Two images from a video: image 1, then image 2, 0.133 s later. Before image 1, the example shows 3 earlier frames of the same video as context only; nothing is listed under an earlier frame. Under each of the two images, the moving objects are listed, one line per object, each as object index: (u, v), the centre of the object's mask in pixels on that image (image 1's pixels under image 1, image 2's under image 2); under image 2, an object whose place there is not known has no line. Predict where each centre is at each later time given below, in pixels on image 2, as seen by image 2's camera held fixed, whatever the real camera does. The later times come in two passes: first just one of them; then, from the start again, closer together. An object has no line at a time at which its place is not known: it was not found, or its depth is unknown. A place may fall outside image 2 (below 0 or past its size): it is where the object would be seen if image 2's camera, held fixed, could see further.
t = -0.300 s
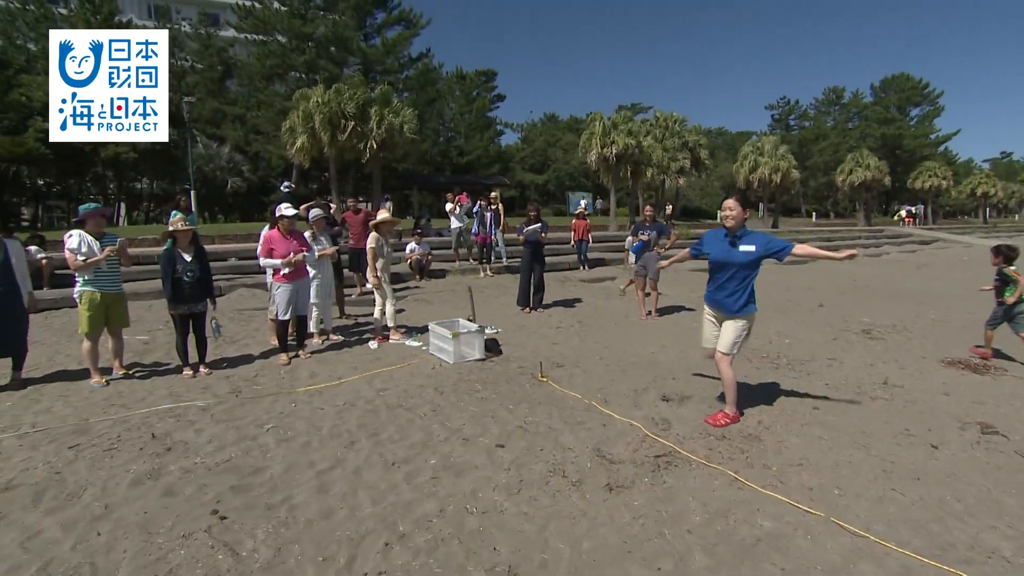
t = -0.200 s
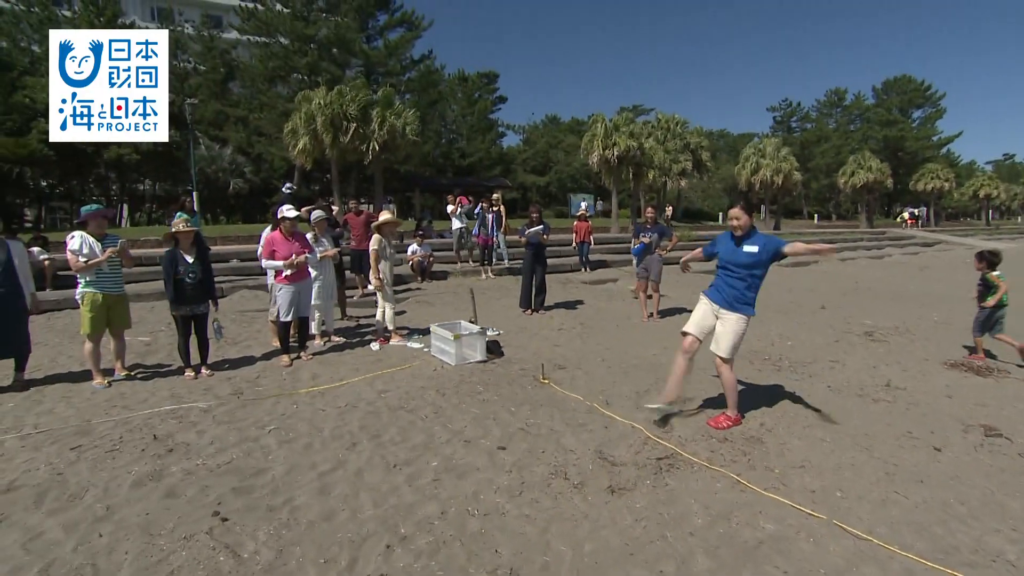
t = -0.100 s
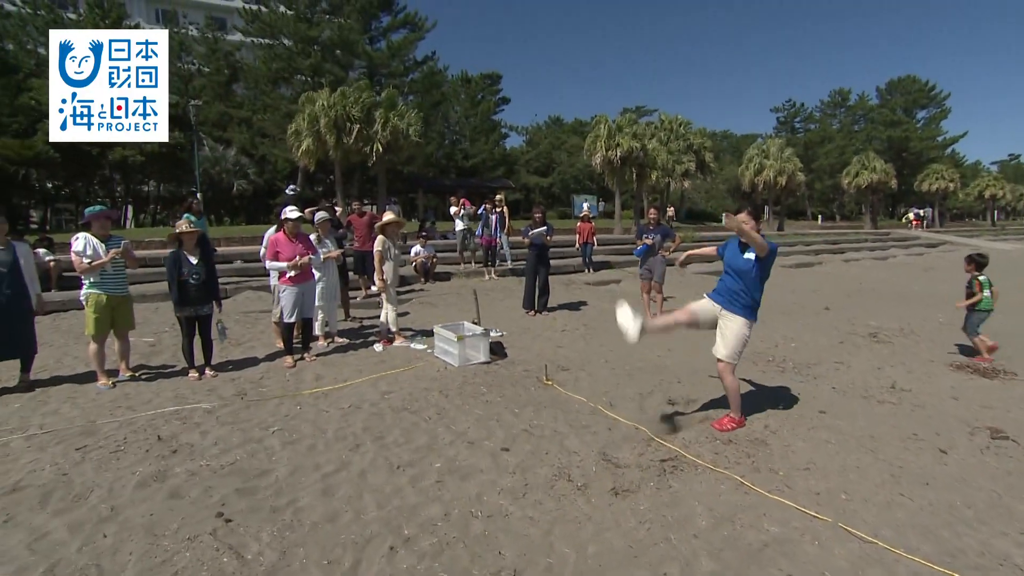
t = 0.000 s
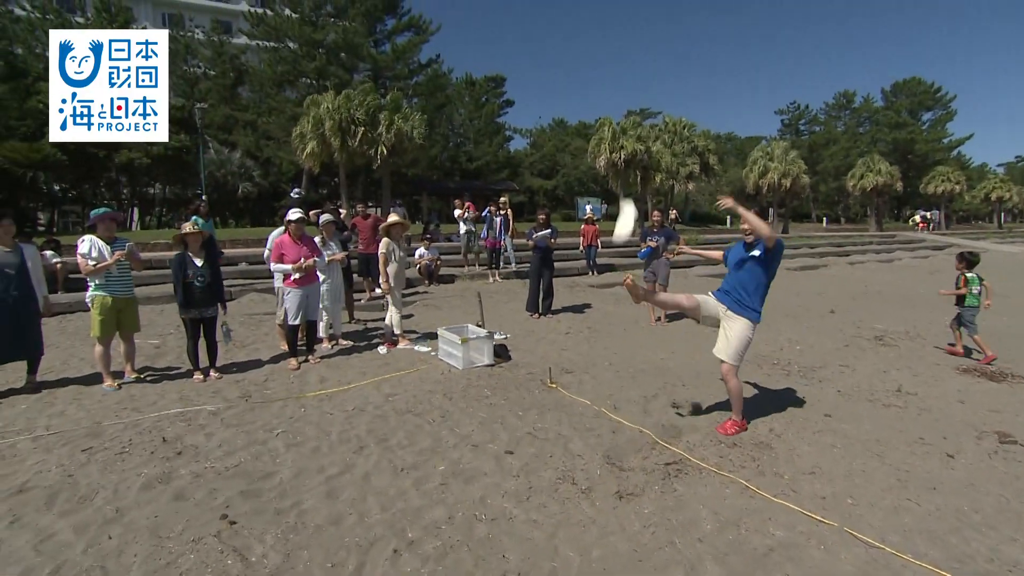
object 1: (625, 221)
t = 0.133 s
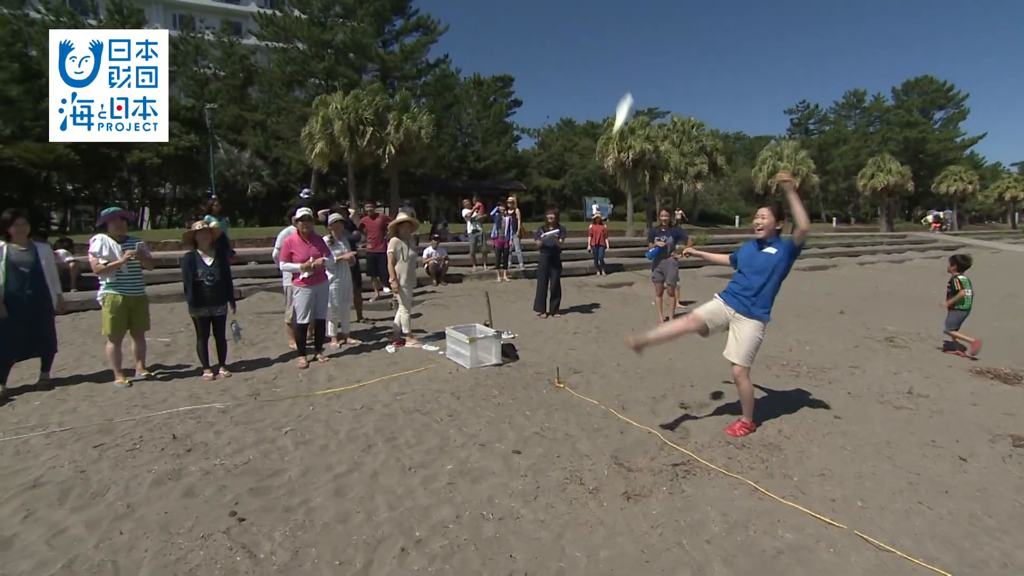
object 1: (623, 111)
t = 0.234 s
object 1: (616, 49)
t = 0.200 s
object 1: (620, 68)
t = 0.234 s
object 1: (616, 49)
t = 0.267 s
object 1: (610, 34)
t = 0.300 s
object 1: (606, 19)
